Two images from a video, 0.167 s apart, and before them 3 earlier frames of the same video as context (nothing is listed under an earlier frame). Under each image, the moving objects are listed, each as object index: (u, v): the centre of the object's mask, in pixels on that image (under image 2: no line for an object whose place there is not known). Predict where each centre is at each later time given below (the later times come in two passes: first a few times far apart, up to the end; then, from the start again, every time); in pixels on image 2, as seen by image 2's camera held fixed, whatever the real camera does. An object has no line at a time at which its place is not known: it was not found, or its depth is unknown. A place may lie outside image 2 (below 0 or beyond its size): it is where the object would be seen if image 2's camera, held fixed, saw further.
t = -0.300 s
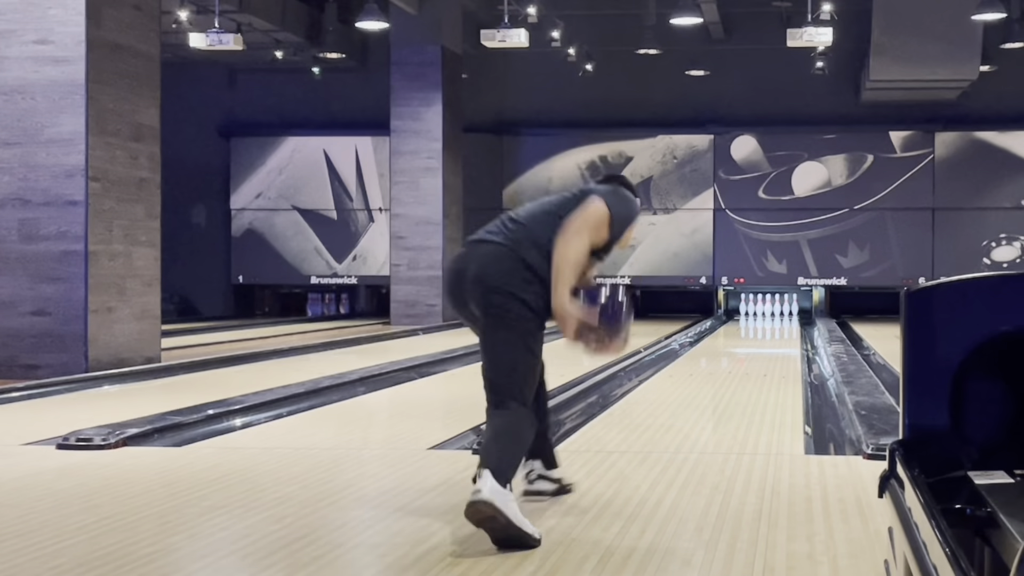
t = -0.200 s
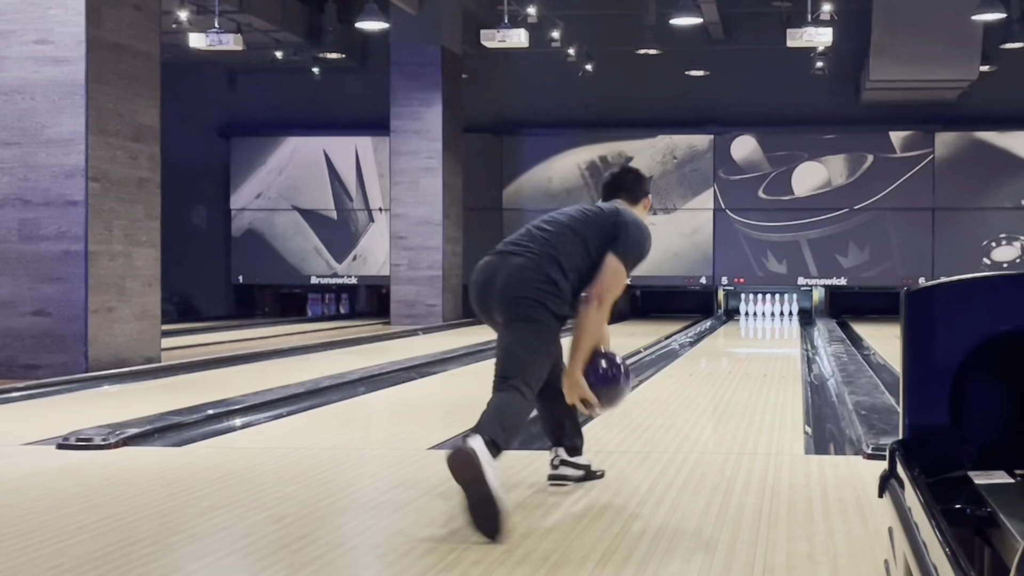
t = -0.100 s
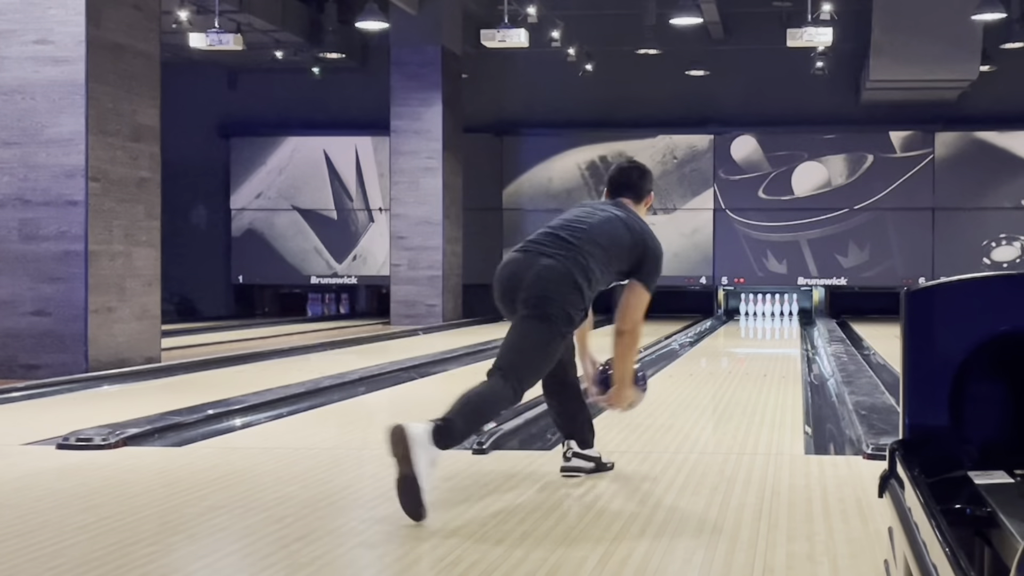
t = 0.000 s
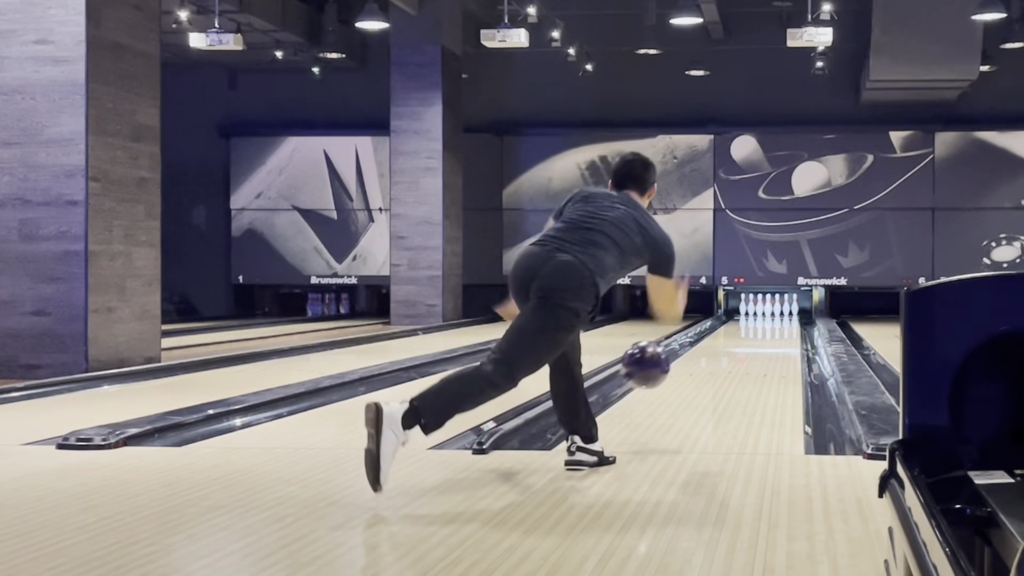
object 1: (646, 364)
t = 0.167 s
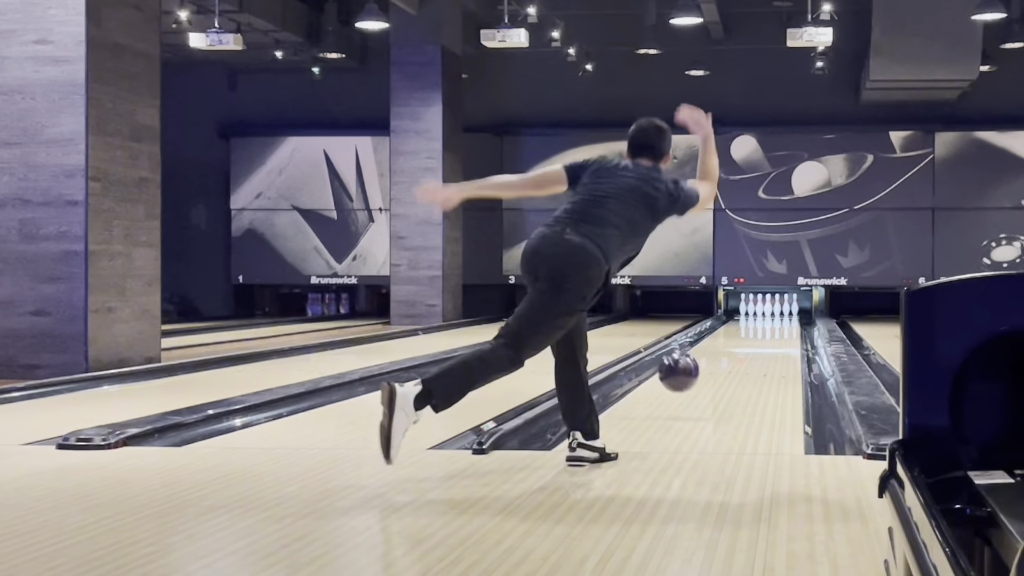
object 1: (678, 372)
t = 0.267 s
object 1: (694, 384)
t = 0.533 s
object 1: (723, 365)
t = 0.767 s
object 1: (740, 352)
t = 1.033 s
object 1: (754, 342)
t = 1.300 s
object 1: (763, 334)
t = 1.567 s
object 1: (769, 327)
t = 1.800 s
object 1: (774, 322)
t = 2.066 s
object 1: (777, 318)
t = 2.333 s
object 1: (777, 315)
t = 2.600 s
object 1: (774, 312)
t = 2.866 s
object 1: (772, 310)
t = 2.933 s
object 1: (772, 310)
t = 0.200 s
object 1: (684, 379)
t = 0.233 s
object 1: (689, 388)
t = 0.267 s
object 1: (694, 384)
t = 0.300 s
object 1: (698, 378)
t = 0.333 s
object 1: (702, 377)
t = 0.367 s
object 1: (706, 377)
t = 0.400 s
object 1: (710, 374)
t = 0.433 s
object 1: (713, 372)
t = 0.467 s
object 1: (717, 369)
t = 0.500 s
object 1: (720, 367)
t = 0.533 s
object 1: (723, 365)
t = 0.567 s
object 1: (726, 363)
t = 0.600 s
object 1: (728, 361)
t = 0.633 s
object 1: (731, 359)
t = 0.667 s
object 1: (733, 357)
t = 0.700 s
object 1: (736, 355)
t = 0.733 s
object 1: (738, 354)
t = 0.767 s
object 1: (740, 352)
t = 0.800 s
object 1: (742, 351)
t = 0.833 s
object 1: (744, 350)
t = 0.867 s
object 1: (746, 348)
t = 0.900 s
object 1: (747, 347)
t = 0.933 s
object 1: (749, 345)
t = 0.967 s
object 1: (751, 344)
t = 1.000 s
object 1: (752, 343)
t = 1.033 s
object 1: (754, 342)
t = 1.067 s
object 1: (755, 340)
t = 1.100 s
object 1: (756, 339)
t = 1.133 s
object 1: (757, 338)
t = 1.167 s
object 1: (759, 337)
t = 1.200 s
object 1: (760, 336)
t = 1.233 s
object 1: (761, 335)
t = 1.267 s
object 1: (762, 335)
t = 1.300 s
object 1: (763, 334)
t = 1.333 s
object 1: (764, 333)
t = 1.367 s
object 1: (765, 332)
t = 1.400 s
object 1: (765, 331)
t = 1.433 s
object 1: (766, 330)
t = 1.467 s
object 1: (767, 329)
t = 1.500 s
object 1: (768, 329)
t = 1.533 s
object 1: (769, 328)
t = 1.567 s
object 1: (769, 327)
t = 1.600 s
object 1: (770, 326)
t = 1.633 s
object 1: (771, 326)
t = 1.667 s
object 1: (771, 325)
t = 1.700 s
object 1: (772, 324)
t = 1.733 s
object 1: (773, 323)
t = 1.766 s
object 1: (773, 323)
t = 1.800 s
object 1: (774, 322)
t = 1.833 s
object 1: (774, 322)
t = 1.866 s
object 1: (775, 321)
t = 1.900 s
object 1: (775, 321)
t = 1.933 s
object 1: (776, 320)
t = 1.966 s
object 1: (776, 319)
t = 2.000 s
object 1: (776, 319)
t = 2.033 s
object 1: (777, 318)
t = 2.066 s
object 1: (777, 318)
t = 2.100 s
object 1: (777, 318)
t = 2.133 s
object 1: (777, 317)
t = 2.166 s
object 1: (778, 317)
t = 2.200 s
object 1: (778, 316)
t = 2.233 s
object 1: (778, 316)
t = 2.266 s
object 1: (778, 316)
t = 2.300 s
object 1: (777, 315)
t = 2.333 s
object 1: (777, 315)
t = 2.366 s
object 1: (777, 315)
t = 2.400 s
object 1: (777, 314)
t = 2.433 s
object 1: (777, 314)
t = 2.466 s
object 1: (776, 313)
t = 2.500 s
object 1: (776, 313)
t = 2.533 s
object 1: (775, 313)
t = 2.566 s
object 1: (775, 312)
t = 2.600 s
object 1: (774, 312)
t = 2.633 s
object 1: (774, 312)
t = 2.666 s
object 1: (773, 312)
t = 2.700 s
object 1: (772, 311)
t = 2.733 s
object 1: (772, 311)
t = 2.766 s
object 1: (772, 311)
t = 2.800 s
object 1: (772, 311)
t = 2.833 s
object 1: (772, 311)
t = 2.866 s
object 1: (772, 310)
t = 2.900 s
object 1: (772, 310)
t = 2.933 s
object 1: (772, 310)
